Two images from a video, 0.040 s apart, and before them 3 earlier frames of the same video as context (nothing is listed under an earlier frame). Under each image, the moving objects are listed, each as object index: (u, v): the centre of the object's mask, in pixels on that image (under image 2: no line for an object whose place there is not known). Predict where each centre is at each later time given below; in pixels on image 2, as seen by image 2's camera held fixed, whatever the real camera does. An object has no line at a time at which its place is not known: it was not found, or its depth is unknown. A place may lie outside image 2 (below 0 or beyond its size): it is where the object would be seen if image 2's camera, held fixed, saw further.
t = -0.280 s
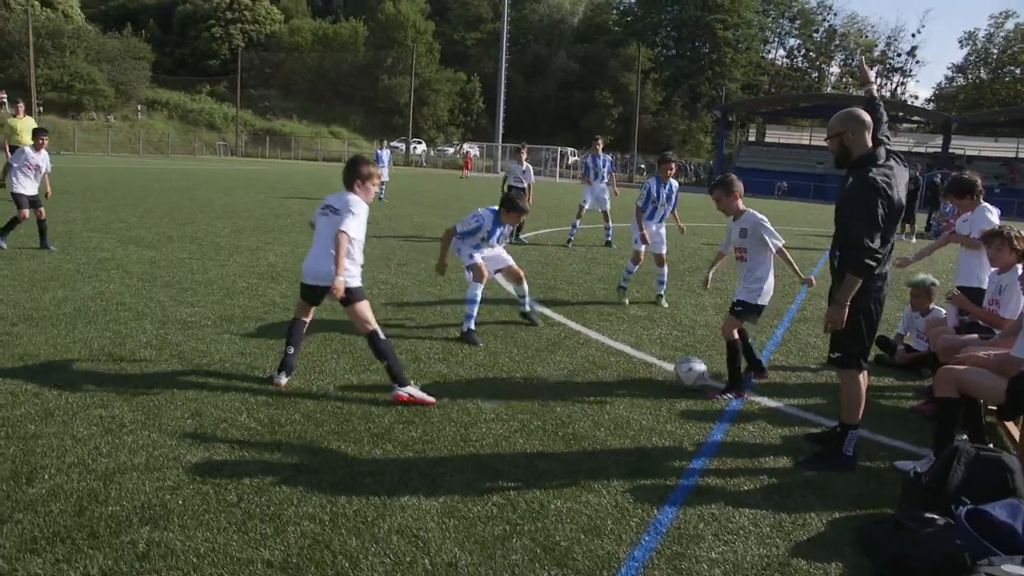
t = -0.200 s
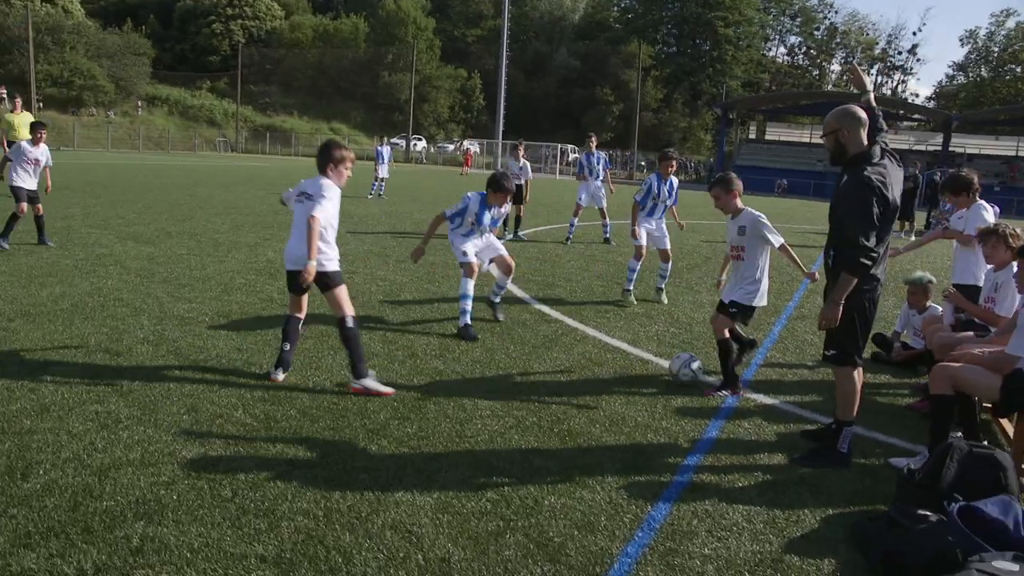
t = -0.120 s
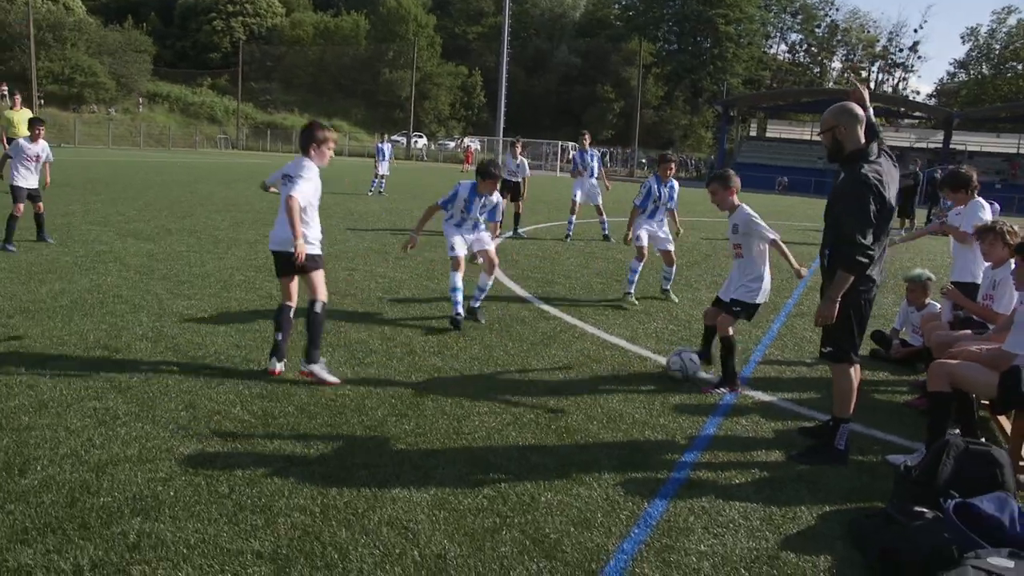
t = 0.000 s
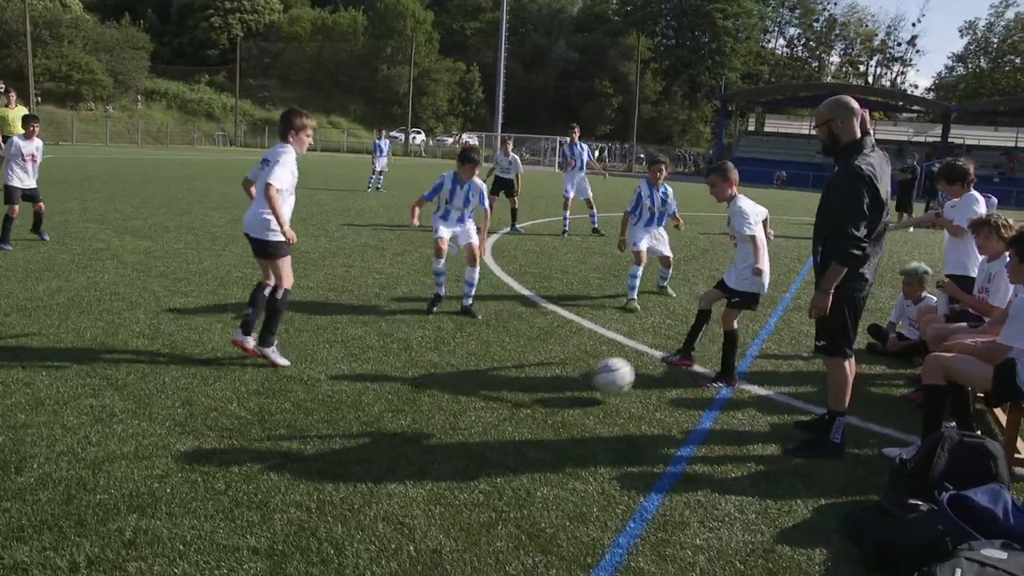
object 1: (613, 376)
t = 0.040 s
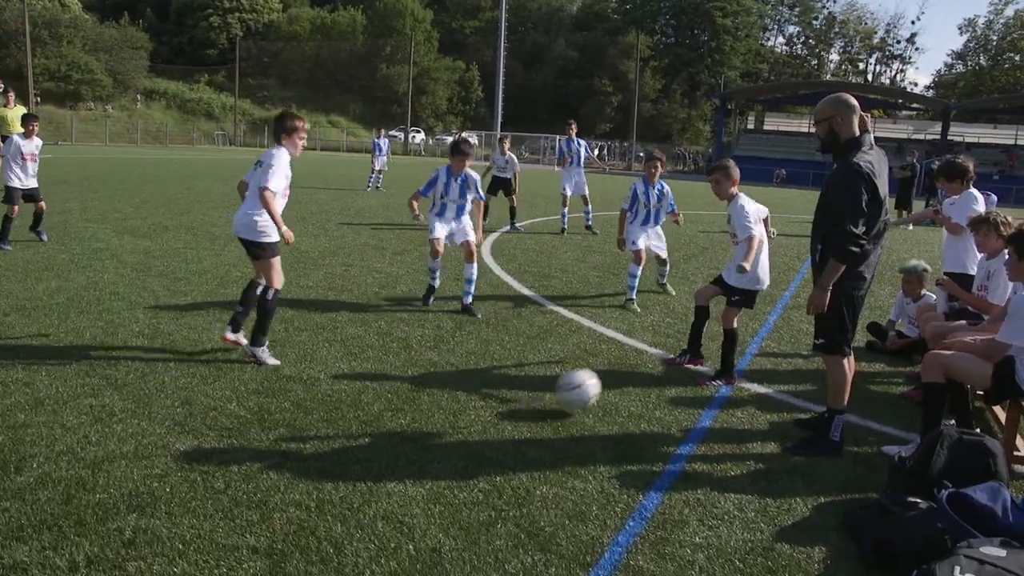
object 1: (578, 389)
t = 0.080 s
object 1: (541, 408)
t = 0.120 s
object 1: (499, 425)
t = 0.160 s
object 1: (456, 436)
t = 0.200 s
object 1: (407, 453)
